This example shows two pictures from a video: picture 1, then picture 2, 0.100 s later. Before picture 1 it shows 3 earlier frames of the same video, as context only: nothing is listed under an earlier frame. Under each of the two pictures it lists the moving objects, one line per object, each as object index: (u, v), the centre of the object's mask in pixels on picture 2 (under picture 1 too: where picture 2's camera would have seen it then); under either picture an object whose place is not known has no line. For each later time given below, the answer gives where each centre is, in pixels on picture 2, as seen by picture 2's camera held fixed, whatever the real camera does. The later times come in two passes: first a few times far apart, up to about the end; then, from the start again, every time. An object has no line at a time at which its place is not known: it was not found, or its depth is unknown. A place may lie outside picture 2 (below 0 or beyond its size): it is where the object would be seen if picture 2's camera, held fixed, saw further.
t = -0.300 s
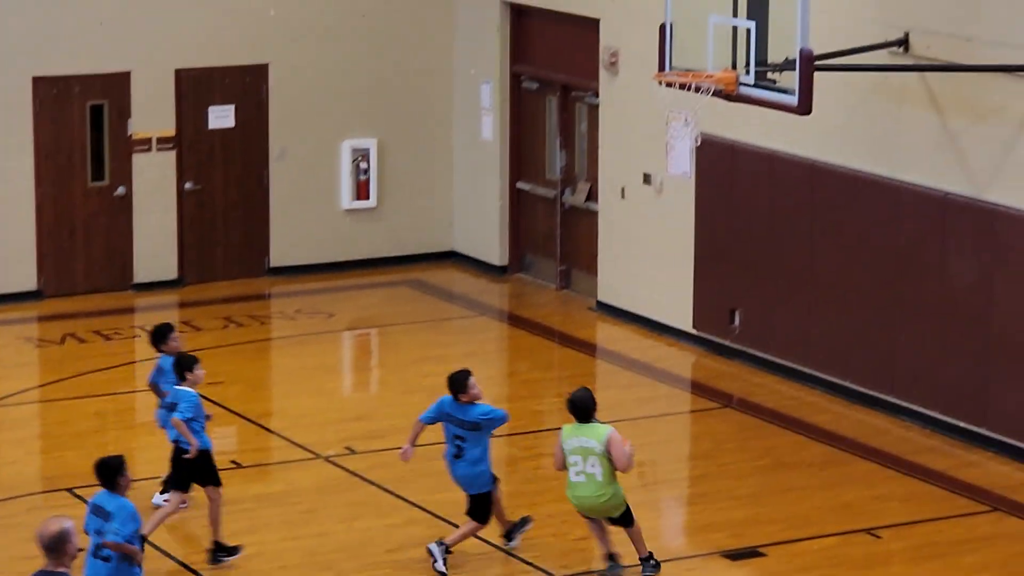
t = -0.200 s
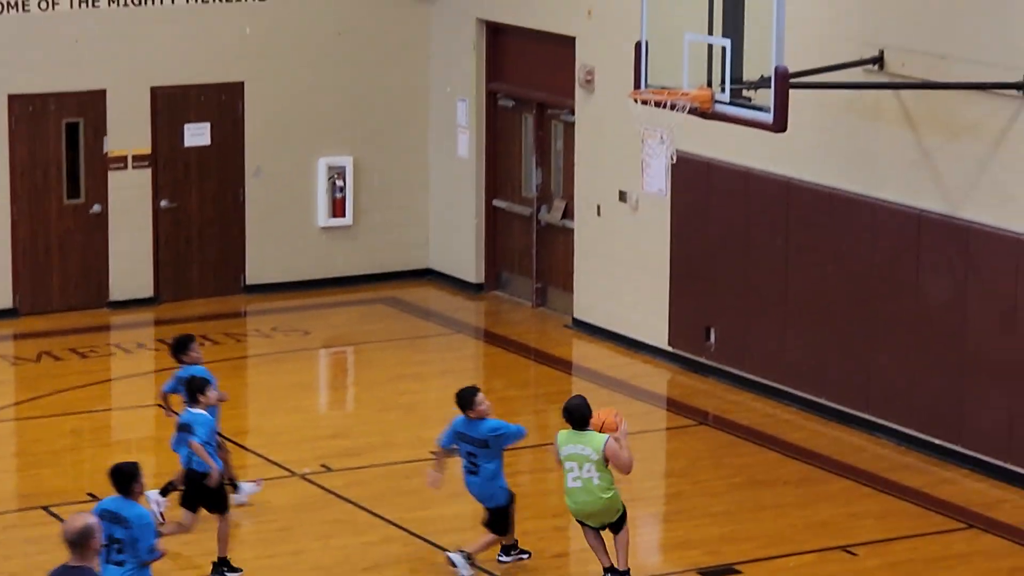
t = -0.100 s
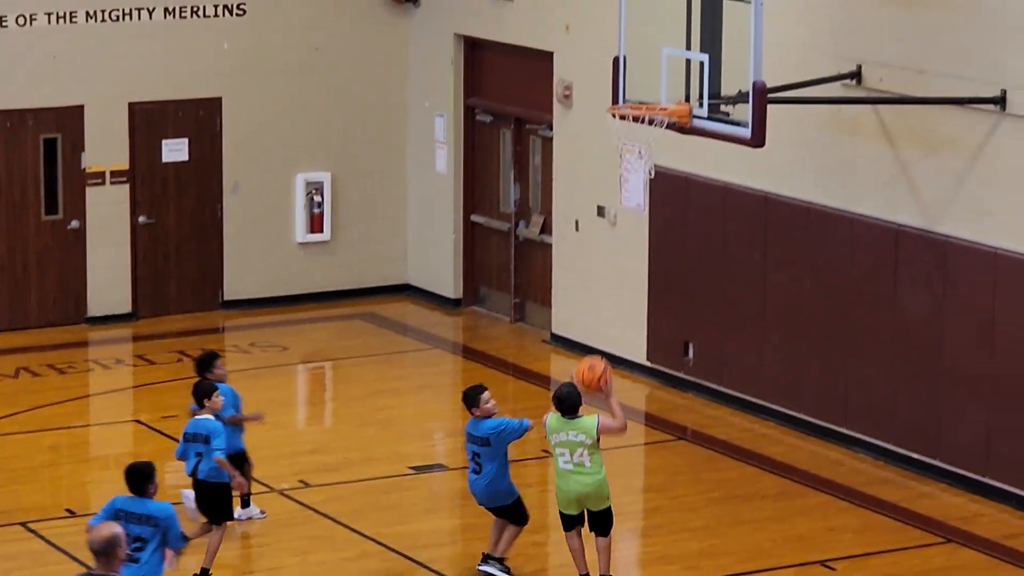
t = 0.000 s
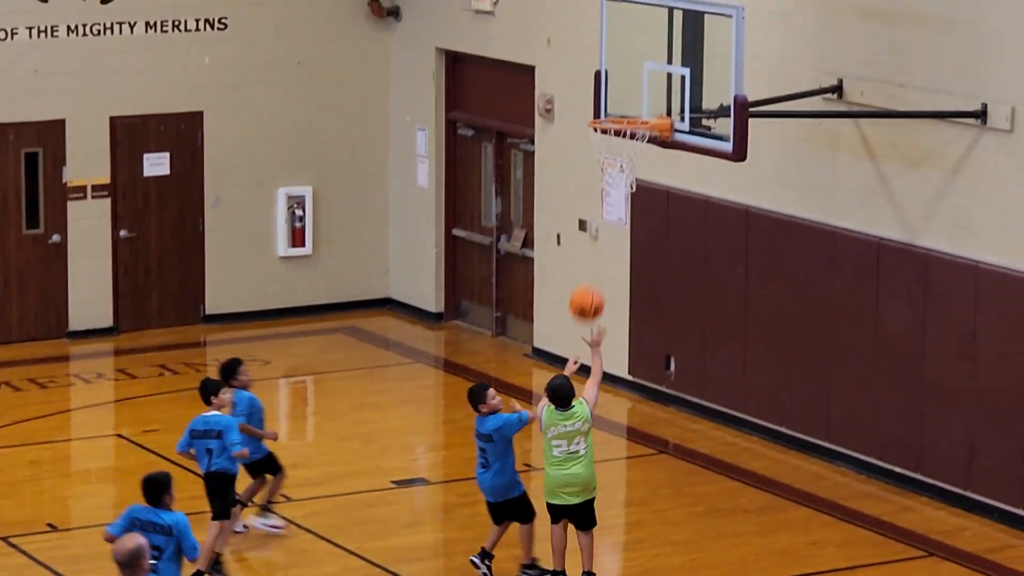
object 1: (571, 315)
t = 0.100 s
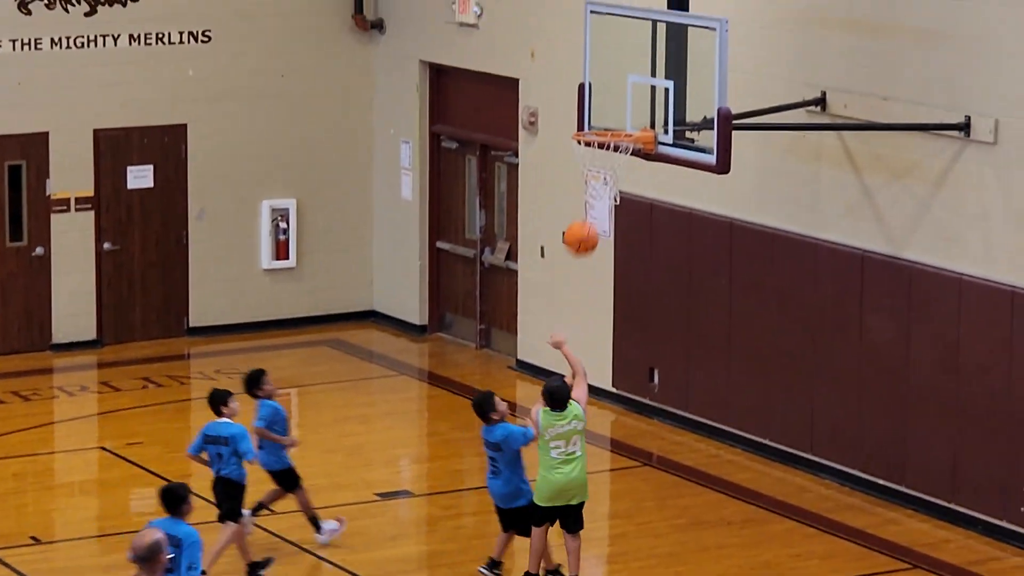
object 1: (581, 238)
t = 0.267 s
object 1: (598, 140)
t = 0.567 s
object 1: (627, 69)
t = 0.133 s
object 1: (585, 214)
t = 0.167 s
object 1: (588, 193)
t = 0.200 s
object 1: (592, 174)
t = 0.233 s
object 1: (595, 157)
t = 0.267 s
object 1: (598, 140)
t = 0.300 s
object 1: (601, 127)
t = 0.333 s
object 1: (605, 114)
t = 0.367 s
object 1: (608, 102)
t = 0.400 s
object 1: (611, 92)
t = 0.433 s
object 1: (614, 85)
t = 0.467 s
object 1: (617, 79)
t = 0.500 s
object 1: (620, 74)
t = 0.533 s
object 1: (623, 71)
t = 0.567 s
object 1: (627, 69)
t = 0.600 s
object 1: (629, 69)
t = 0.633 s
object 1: (632, 70)
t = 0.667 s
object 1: (635, 73)
